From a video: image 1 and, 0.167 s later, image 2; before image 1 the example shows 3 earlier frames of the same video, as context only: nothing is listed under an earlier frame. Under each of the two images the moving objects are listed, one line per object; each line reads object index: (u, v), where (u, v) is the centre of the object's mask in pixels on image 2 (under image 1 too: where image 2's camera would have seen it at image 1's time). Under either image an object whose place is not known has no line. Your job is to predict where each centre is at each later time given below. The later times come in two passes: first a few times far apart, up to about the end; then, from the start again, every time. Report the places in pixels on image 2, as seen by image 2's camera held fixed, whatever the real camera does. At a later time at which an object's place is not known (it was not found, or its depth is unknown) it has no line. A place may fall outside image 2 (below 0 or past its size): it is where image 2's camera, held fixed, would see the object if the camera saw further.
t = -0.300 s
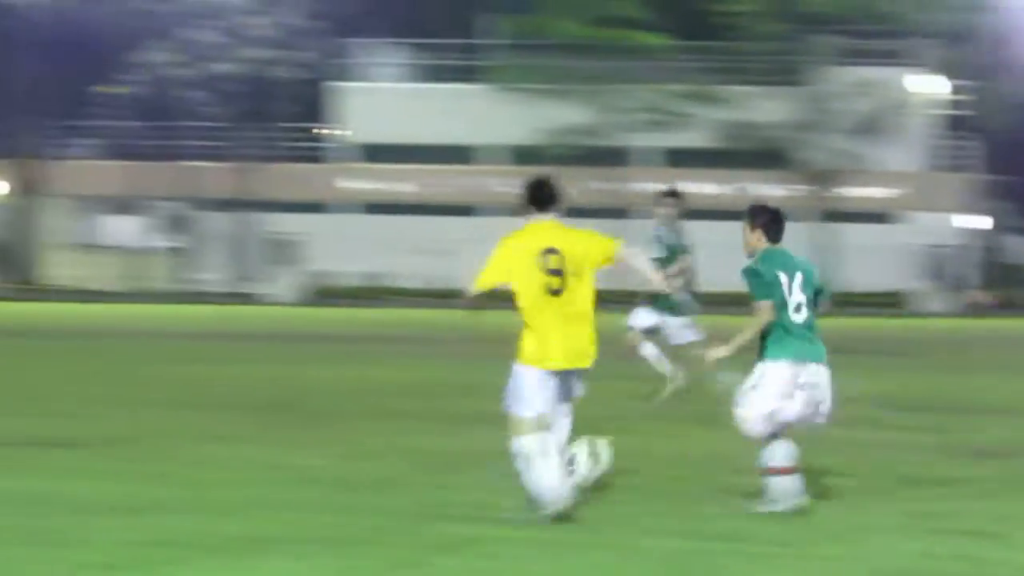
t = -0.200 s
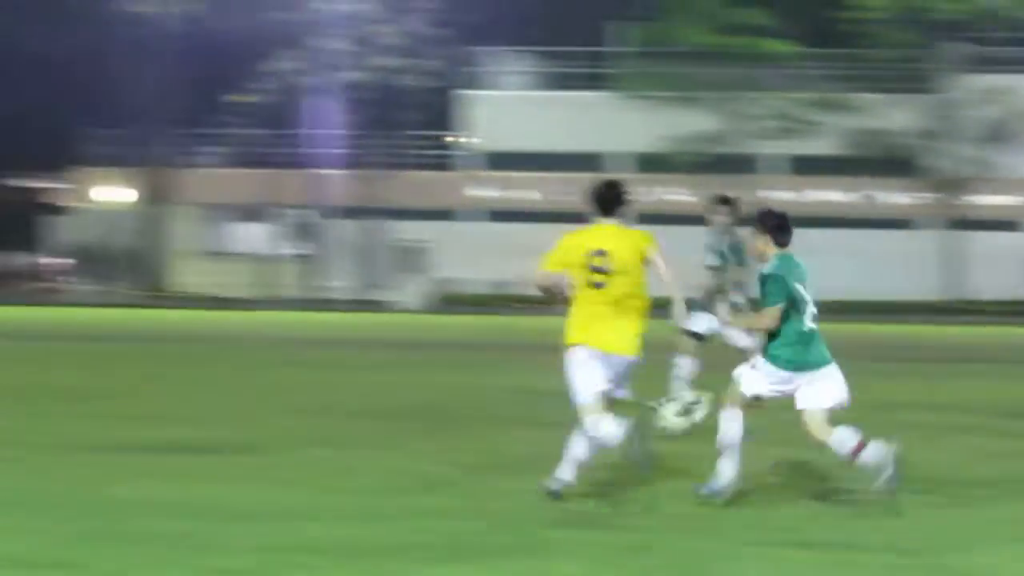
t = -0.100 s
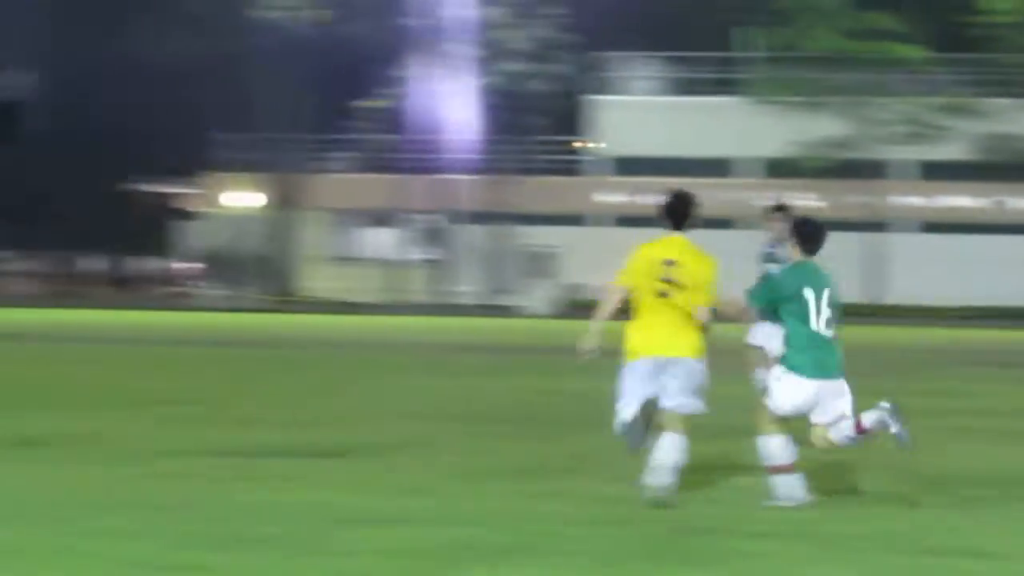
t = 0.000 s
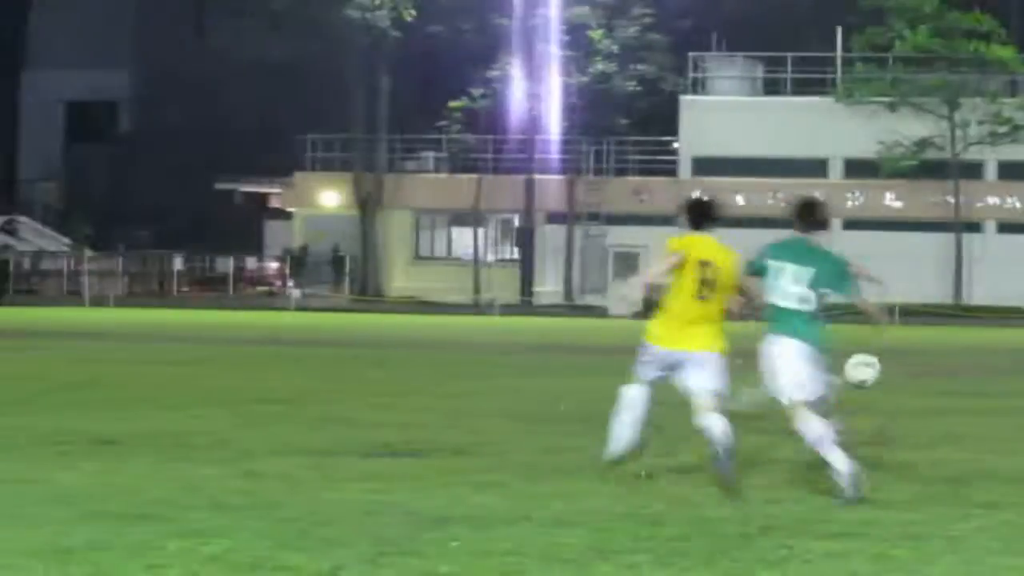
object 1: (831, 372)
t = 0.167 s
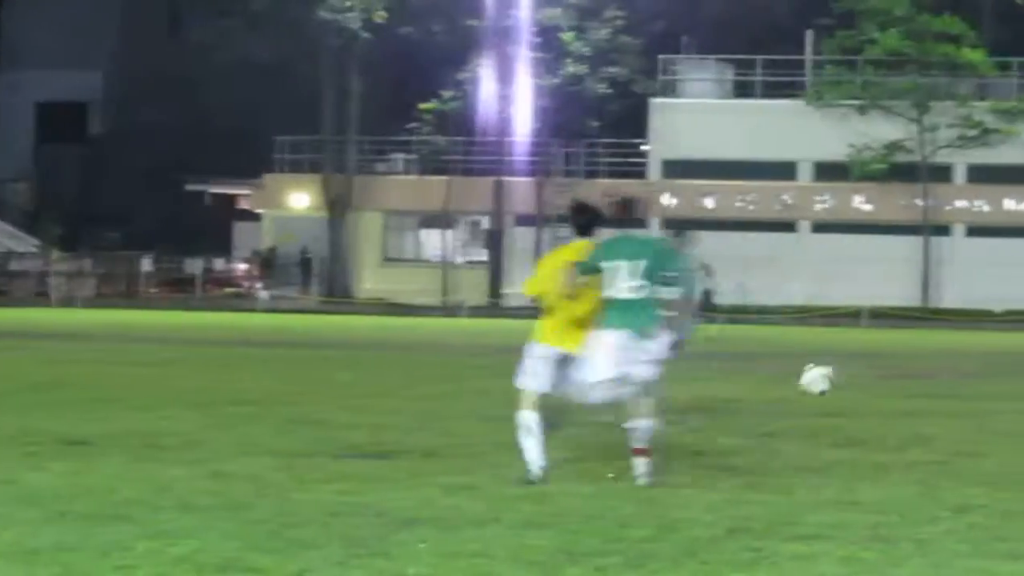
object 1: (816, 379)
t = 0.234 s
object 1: (813, 389)
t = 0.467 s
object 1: (802, 375)
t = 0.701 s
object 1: (795, 379)
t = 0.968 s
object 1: (787, 371)
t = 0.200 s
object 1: (815, 383)
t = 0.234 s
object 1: (813, 389)
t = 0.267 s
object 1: (811, 397)
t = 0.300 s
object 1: (809, 405)
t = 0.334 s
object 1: (809, 398)
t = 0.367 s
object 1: (806, 391)
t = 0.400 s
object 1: (804, 384)
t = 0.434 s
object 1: (802, 379)
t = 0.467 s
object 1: (802, 375)
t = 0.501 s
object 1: (800, 372)
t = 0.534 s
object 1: (799, 371)
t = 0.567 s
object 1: (798, 371)
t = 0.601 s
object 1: (797, 373)
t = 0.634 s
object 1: (797, 375)
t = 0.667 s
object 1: (796, 379)
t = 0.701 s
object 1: (795, 379)
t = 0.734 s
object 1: (794, 375)
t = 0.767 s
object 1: (793, 371)
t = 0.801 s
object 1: (792, 368)
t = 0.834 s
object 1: (790, 367)
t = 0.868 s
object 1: (789, 367)
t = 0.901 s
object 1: (788, 368)
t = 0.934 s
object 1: (788, 370)
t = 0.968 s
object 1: (787, 371)
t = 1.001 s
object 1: (785, 368)
